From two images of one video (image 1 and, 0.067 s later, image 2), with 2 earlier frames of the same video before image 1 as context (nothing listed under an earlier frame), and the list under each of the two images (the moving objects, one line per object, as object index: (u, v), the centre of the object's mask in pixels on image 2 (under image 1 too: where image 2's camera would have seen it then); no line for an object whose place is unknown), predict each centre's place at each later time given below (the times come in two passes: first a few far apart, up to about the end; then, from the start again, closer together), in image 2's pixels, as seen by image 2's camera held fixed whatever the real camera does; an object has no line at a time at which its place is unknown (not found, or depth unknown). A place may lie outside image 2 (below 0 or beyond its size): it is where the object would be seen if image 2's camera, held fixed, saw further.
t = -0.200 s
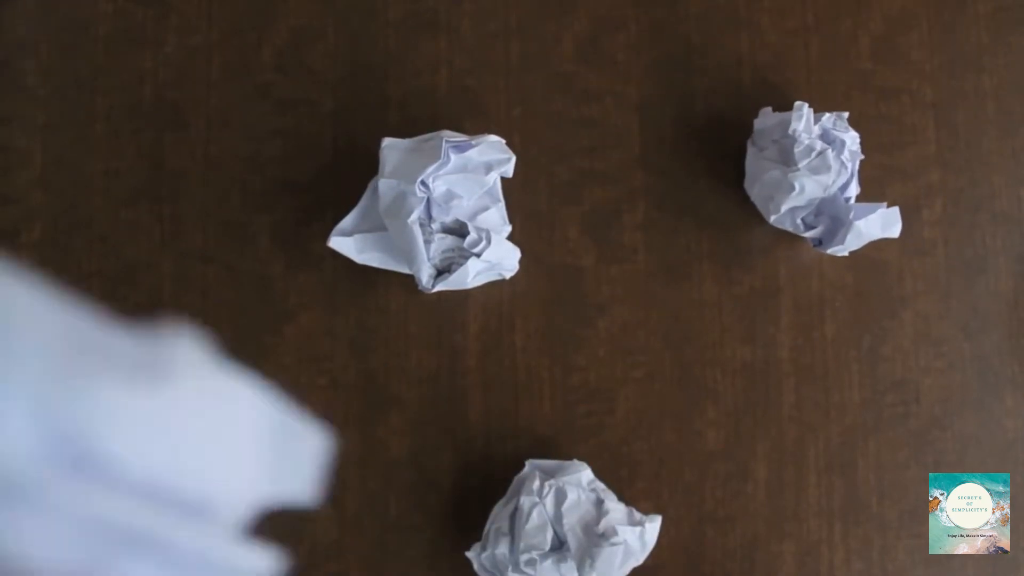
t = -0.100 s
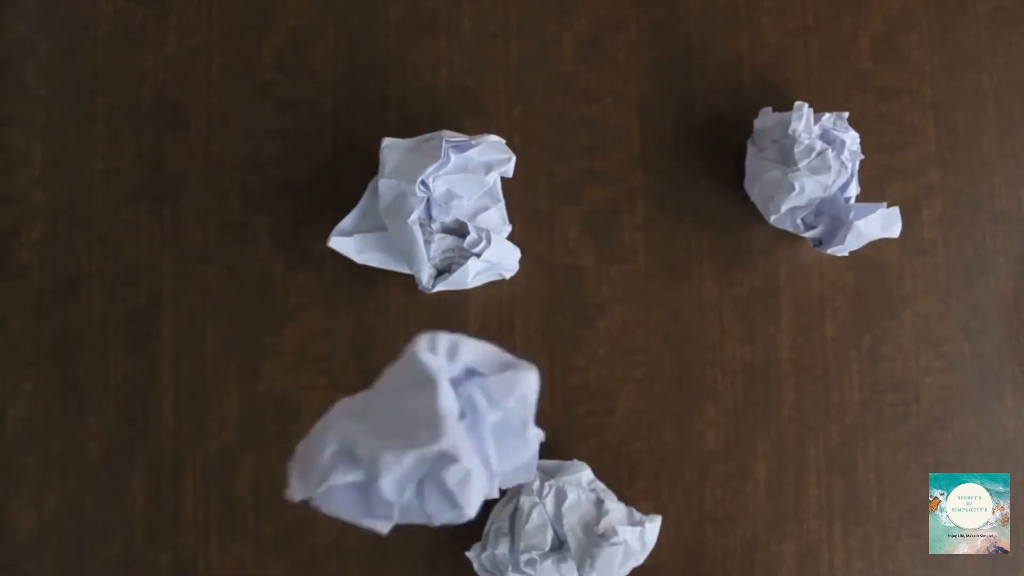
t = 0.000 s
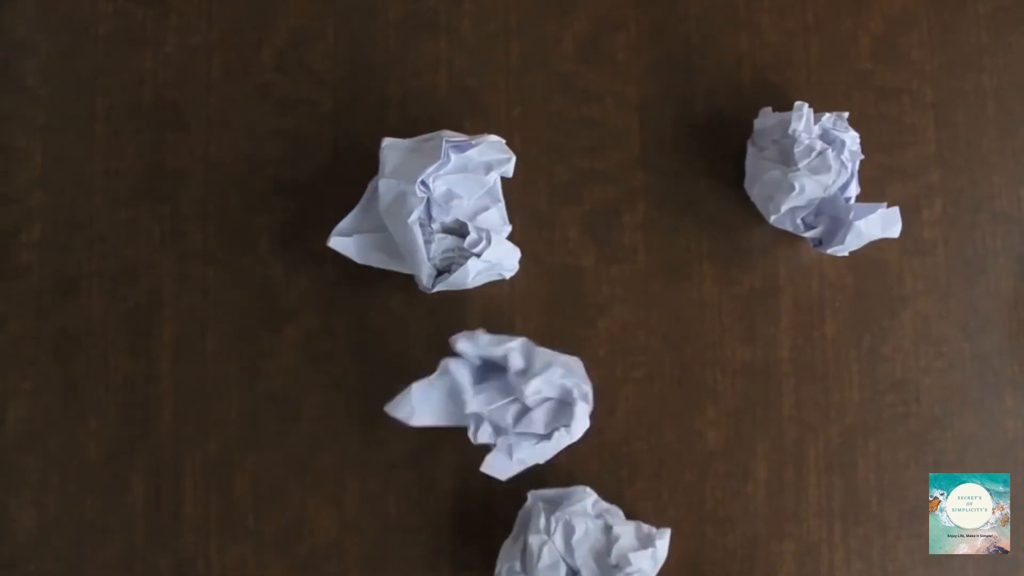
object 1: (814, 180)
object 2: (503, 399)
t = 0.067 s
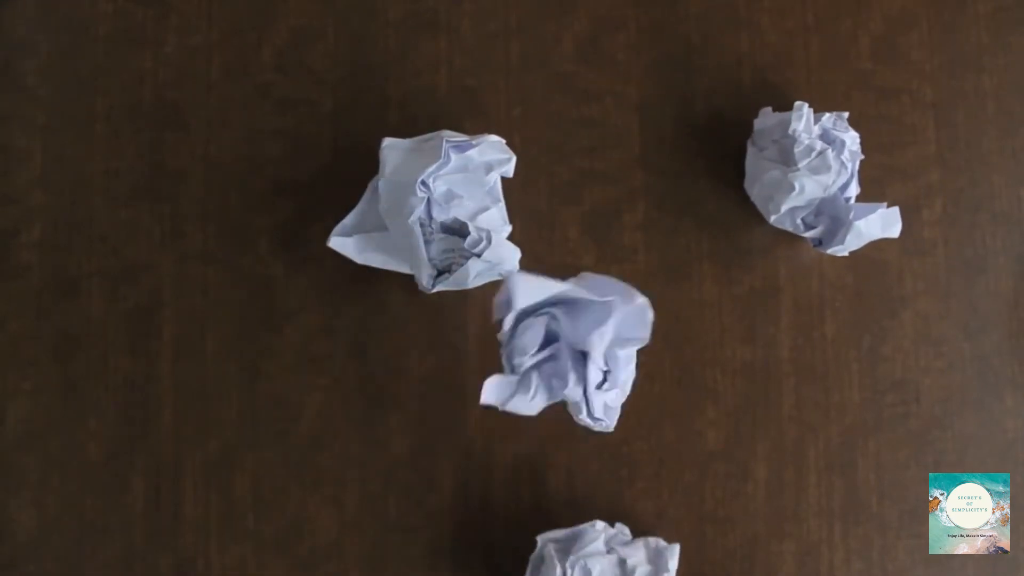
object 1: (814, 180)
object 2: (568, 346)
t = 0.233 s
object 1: (814, 180)
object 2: (676, 248)
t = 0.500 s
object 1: (823, 176)
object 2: (682, 99)
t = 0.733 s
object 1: (827, 174)
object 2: (649, 59)
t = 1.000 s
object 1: (827, 174)
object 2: (649, 78)
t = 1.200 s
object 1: (827, 174)
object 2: (649, 78)
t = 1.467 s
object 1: (827, 174)
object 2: (650, 78)
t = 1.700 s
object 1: (827, 174)
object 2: (650, 78)
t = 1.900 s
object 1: (827, 173)
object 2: (650, 78)
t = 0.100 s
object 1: (814, 180)
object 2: (603, 320)
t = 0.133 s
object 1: (814, 180)
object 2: (628, 305)
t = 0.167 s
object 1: (814, 180)
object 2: (643, 295)
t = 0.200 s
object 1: (814, 180)
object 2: (658, 284)
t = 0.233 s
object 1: (814, 180)
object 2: (676, 248)
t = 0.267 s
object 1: (814, 180)
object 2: (689, 220)
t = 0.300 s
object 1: (816, 180)
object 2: (706, 190)
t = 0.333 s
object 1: (824, 178)
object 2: (709, 169)
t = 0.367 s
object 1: (827, 176)
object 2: (708, 151)
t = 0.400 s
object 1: (828, 174)
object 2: (704, 138)
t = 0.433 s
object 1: (826, 174)
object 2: (699, 125)
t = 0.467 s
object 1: (824, 175)
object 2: (693, 111)
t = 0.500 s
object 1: (823, 176)
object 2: (682, 99)
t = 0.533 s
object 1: (823, 176)
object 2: (671, 90)
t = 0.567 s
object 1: (824, 175)
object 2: (658, 81)
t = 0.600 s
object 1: (826, 174)
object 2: (651, 70)
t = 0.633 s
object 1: (827, 174)
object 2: (650, 63)
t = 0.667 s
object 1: (827, 174)
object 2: (651, 58)
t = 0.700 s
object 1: (827, 173)
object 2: (651, 57)
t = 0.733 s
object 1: (827, 174)
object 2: (649, 59)
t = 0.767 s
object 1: (827, 174)
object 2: (647, 63)
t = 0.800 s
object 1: (827, 174)
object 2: (647, 69)
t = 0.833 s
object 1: (827, 174)
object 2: (648, 75)
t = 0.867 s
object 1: (827, 174)
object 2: (649, 77)
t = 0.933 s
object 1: (827, 174)
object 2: (649, 78)
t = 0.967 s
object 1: (827, 174)
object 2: (649, 78)
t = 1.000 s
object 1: (827, 174)
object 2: (649, 78)
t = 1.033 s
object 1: (827, 174)
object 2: (649, 78)
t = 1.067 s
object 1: (827, 174)
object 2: (649, 78)
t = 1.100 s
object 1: (827, 174)
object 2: (649, 78)
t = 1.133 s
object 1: (827, 174)
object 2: (649, 78)
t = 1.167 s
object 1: (827, 174)
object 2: (649, 78)
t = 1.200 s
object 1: (827, 174)
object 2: (649, 78)
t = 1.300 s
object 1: (827, 173)
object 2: (649, 78)
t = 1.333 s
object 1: (827, 174)
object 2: (650, 78)
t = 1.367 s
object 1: (827, 174)
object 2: (650, 78)
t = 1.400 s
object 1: (827, 174)
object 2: (650, 78)
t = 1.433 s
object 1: (827, 174)
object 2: (650, 78)
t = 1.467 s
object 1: (827, 174)
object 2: (650, 78)
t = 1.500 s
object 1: (827, 174)
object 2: (650, 78)
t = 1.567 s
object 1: (827, 174)
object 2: (650, 78)
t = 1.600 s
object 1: (827, 174)
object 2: (650, 78)
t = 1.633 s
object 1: (827, 174)
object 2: (650, 78)
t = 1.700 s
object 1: (827, 174)
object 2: (650, 78)
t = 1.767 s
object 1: (827, 174)
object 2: (650, 78)
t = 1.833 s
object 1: (827, 174)
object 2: (650, 78)
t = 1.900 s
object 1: (827, 173)
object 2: (650, 78)
